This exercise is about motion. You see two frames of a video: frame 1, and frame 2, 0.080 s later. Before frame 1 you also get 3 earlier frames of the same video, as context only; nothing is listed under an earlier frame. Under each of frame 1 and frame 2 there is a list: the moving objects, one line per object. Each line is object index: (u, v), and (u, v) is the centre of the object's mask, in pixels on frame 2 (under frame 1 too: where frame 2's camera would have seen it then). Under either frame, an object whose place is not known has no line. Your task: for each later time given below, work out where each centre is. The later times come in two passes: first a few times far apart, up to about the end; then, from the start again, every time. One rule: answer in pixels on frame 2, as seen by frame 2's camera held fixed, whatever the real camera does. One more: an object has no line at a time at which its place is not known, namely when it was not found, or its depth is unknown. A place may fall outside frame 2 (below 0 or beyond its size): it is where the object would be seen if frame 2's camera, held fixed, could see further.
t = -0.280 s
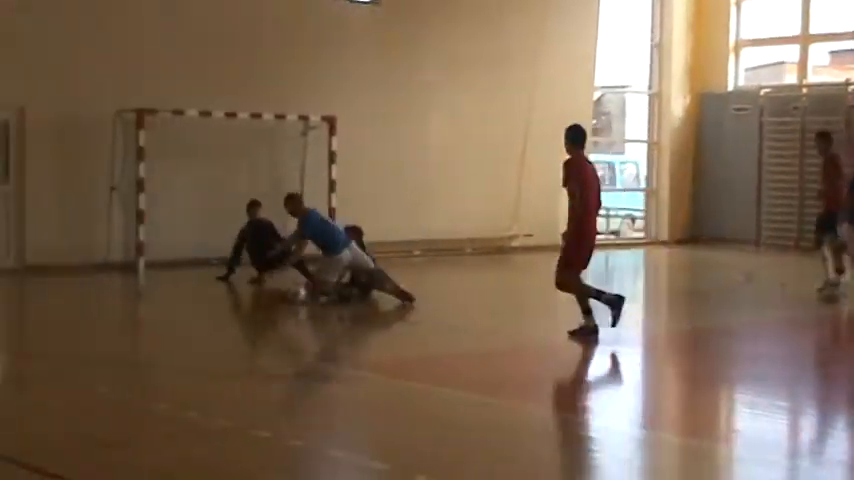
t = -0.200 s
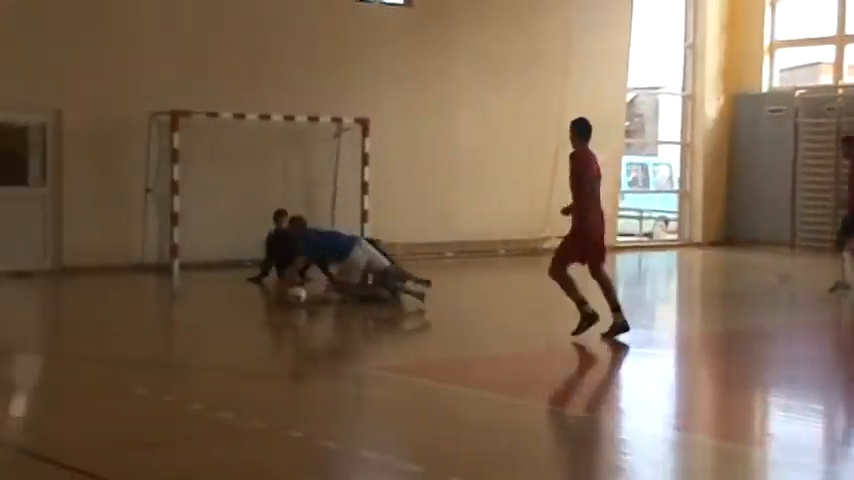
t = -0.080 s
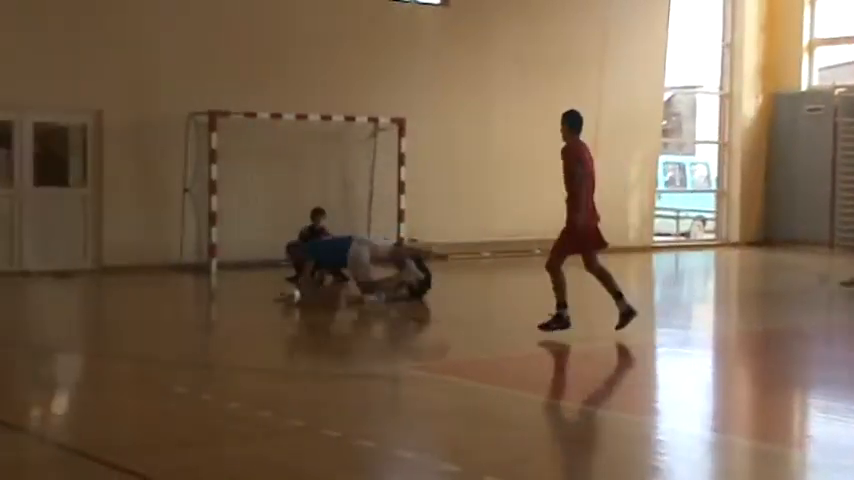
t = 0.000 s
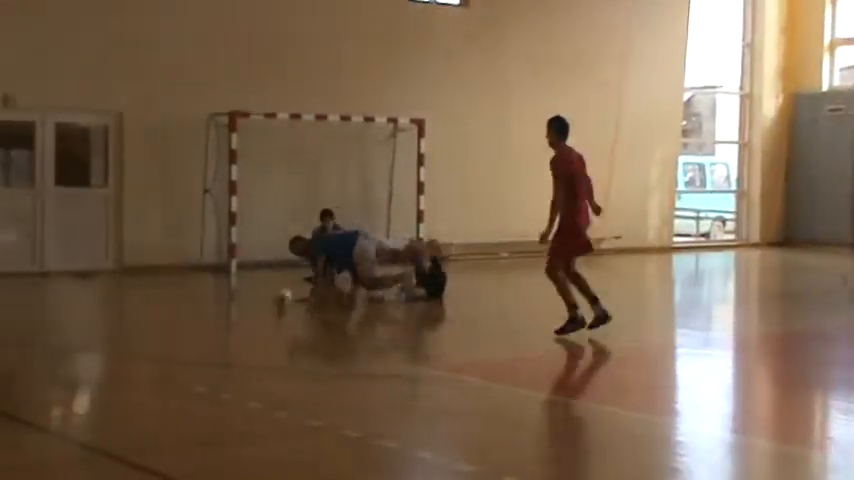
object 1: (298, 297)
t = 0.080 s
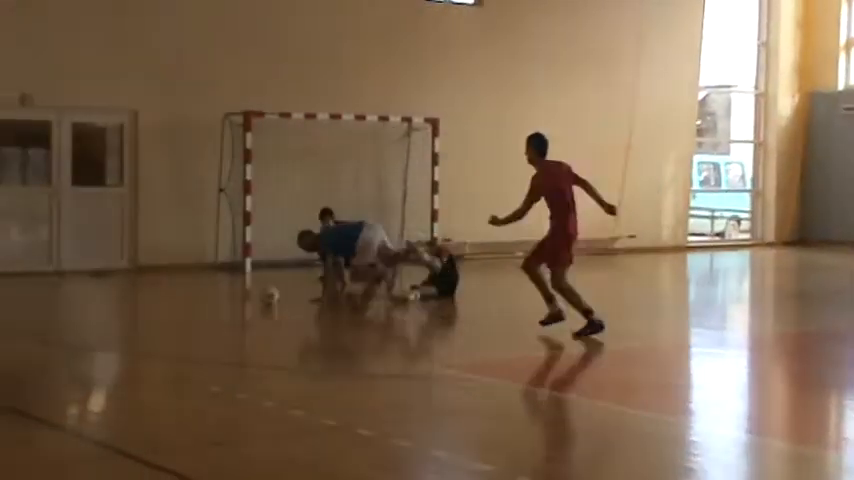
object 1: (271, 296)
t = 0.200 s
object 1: (228, 297)
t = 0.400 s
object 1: (158, 295)
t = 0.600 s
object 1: (85, 298)
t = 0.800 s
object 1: (12, 301)
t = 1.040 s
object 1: (-81, 302)
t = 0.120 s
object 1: (257, 296)
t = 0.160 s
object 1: (242, 297)
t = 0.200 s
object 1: (228, 297)
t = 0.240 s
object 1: (217, 296)
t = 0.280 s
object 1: (200, 297)
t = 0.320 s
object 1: (185, 297)
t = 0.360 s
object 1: (172, 297)
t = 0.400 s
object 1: (158, 295)
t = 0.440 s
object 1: (145, 297)
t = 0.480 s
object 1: (129, 297)
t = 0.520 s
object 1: (114, 298)
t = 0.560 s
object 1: (100, 297)
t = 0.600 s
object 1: (85, 298)
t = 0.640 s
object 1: (70, 298)
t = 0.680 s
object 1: (55, 298)
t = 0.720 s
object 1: (41, 299)
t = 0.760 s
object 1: (27, 301)
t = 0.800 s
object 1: (12, 301)
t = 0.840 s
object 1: (-4, 301)
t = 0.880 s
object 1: (-19, 300)
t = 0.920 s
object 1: (-35, 303)
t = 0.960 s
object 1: (-49, 301)
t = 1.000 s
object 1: (-64, 301)
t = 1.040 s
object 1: (-81, 302)
